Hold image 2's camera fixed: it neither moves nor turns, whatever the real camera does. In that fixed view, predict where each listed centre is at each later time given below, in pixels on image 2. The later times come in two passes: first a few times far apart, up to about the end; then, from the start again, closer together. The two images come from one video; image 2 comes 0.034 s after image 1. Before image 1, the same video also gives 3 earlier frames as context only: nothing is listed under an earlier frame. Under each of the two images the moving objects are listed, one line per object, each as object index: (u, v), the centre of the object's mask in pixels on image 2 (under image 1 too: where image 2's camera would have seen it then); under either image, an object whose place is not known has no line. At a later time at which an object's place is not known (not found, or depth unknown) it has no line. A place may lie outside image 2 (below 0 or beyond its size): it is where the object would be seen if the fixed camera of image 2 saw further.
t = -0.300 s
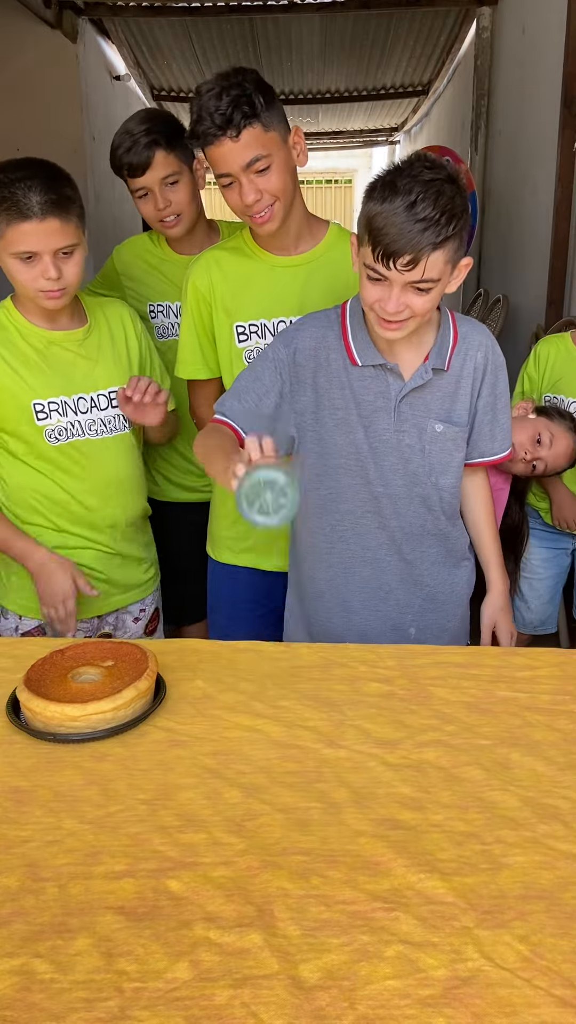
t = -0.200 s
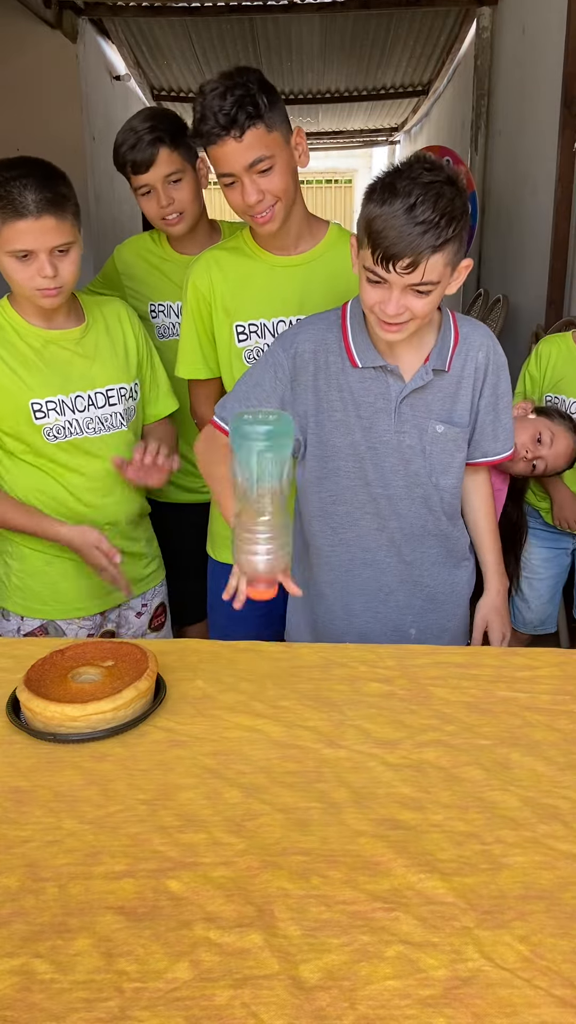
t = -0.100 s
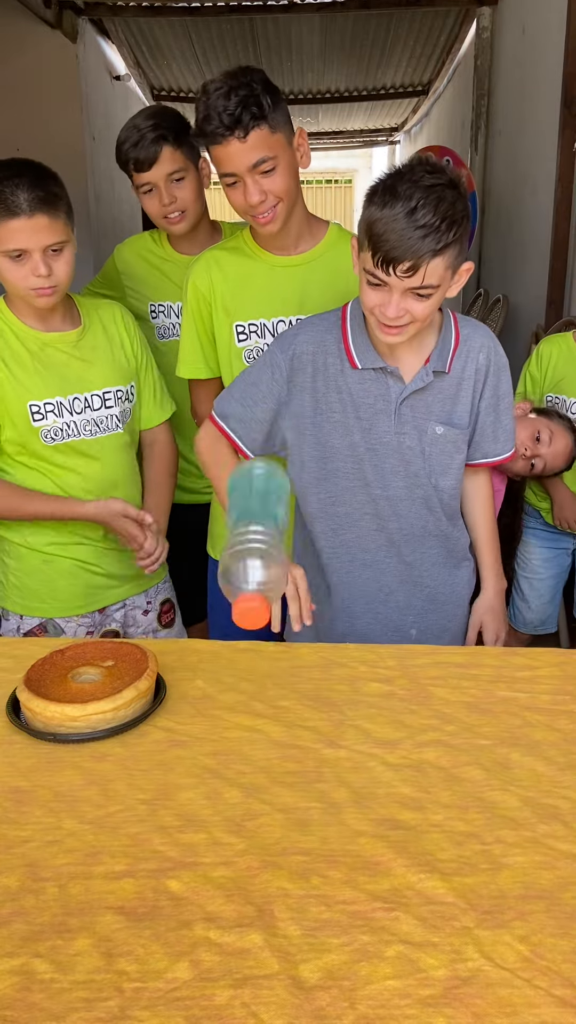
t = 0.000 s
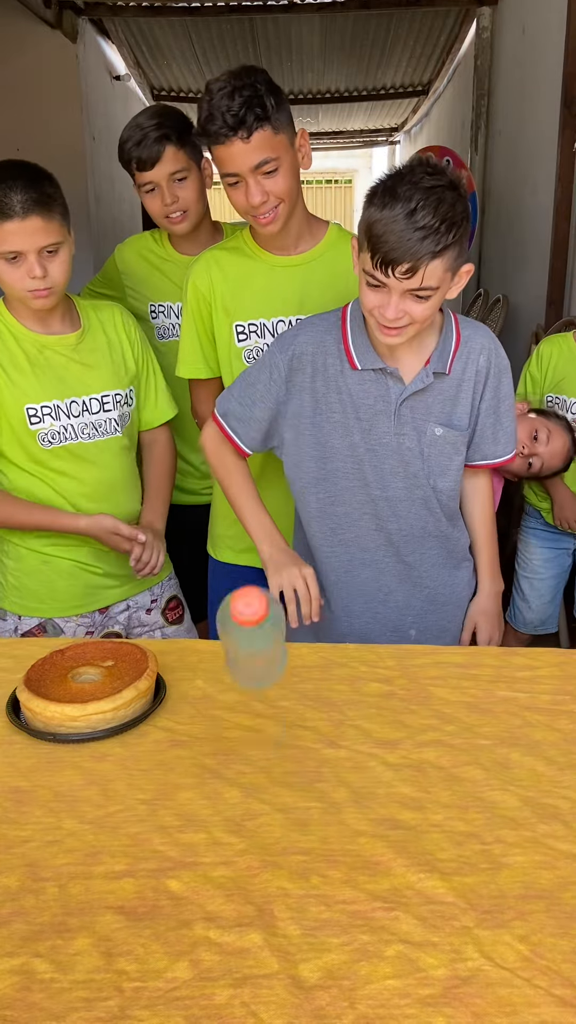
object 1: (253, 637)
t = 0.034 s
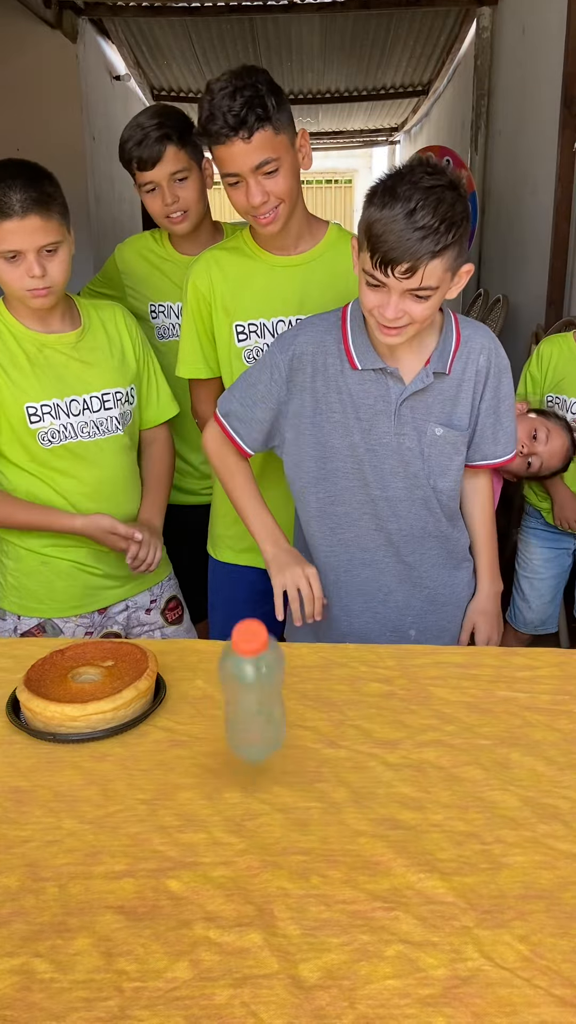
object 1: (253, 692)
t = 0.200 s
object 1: (249, 725)
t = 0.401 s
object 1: (248, 729)
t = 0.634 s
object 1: (247, 732)
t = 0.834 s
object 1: (247, 732)
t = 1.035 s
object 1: (249, 732)
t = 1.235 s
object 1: (249, 732)
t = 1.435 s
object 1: (248, 732)
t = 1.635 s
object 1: (249, 732)
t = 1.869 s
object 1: (249, 732)
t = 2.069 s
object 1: (249, 732)
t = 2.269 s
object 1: (249, 732)
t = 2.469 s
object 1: (249, 732)
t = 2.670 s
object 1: (249, 732)
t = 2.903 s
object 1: (249, 732)
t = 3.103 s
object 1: (249, 732)
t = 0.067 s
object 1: (254, 743)
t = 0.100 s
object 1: (252, 736)
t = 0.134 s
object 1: (251, 734)
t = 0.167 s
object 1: (250, 730)
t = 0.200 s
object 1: (249, 725)
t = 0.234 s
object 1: (249, 721)
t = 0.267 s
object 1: (249, 717)
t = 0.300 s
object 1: (248, 714)
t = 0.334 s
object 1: (248, 715)
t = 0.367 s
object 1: (248, 719)
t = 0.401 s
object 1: (248, 729)
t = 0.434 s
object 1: (248, 732)
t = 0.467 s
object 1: (248, 729)
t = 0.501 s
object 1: (248, 733)
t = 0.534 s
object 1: (248, 732)
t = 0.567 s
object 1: (247, 733)
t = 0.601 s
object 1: (246, 732)
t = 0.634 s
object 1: (247, 732)
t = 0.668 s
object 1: (247, 732)
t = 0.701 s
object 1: (247, 732)
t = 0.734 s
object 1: (247, 732)
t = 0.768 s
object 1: (247, 732)
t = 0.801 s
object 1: (247, 732)
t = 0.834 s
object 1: (247, 732)
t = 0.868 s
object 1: (248, 732)
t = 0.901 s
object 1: (248, 732)
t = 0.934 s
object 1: (249, 732)
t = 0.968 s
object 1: (249, 732)
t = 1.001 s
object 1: (249, 732)
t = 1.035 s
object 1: (249, 732)
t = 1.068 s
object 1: (249, 732)
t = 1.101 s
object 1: (249, 732)
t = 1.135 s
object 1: (249, 732)
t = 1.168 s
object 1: (249, 732)
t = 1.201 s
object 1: (249, 732)
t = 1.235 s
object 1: (249, 732)
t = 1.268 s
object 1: (249, 732)
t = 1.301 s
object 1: (249, 732)
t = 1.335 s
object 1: (249, 732)
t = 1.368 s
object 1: (249, 732)
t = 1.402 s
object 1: (249, 732)
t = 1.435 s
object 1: (248, 732)
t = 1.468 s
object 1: (248, 732)
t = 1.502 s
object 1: (249, 732)
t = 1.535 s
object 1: (249, 732)
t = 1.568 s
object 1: (249, 732)
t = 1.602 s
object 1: (249, 732)
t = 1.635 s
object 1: (249, 732)
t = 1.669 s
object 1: (249, 732)
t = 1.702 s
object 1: (249, 732)
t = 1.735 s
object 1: (249, 732)
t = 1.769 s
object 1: (249, 732)
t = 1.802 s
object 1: (249, 732)
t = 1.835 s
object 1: (249, 732)
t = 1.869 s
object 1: (249, 732)
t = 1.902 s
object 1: (249, 732)
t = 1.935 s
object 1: (249, 732)
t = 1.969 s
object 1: (249, 732)
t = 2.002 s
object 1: (249, 732)
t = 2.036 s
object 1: (249, 732)
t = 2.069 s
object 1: (249, 732)
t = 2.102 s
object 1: (249, 732)
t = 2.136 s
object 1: (249, 732)
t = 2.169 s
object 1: (249, 732)
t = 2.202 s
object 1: (249, 732)
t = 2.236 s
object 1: (249, 732)
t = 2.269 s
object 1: (249, 732)
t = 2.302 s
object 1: (249, 732)
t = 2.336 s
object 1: (249, 732)
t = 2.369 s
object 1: (249, 732)
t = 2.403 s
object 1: (249, 732)
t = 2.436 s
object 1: (249, 732)
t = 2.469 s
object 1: (249, 732)
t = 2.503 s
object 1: (249, 732)
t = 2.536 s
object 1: (249, 732)
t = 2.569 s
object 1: (249, 732)
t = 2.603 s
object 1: (249, 732)
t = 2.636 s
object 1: (249, 732)
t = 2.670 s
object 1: (249, 732)
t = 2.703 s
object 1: (249, 732)
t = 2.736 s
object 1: (249, 732)
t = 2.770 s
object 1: (249, 732)
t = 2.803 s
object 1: (249, 732)
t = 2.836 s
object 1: (249, 732)
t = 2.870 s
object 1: (249, 732)
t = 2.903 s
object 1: (249, 732)
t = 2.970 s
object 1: (249, 732)
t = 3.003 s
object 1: (249, 732)
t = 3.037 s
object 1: (249, 732)
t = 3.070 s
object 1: (249, 732)
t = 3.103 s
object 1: (249, 732)
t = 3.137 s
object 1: (249, 732)
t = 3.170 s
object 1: (249, 732)
